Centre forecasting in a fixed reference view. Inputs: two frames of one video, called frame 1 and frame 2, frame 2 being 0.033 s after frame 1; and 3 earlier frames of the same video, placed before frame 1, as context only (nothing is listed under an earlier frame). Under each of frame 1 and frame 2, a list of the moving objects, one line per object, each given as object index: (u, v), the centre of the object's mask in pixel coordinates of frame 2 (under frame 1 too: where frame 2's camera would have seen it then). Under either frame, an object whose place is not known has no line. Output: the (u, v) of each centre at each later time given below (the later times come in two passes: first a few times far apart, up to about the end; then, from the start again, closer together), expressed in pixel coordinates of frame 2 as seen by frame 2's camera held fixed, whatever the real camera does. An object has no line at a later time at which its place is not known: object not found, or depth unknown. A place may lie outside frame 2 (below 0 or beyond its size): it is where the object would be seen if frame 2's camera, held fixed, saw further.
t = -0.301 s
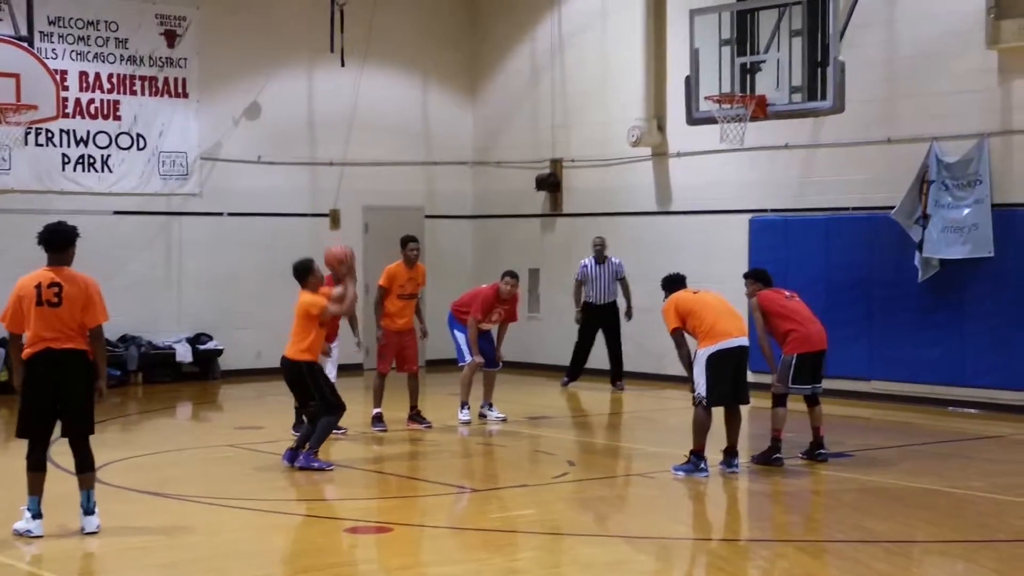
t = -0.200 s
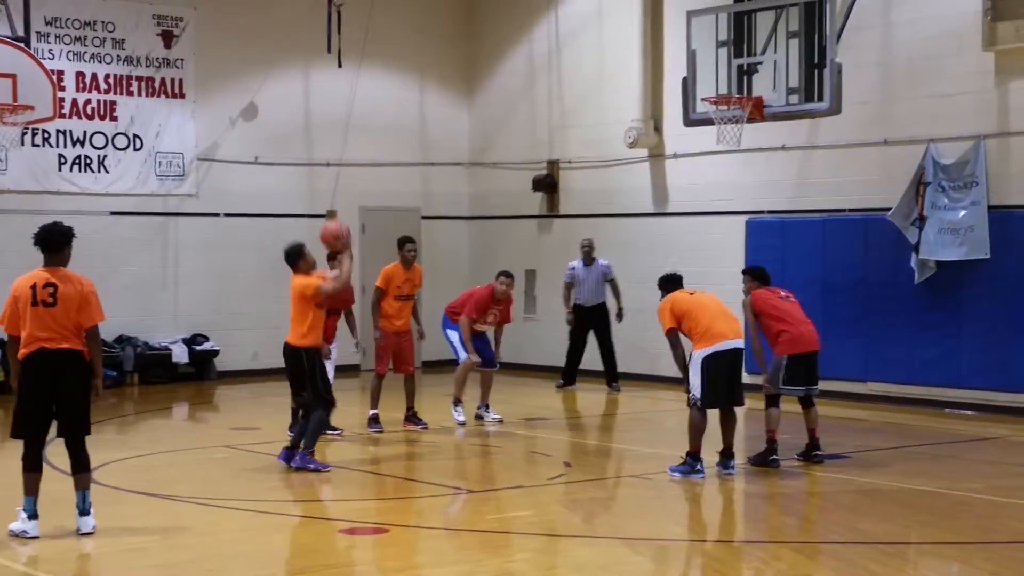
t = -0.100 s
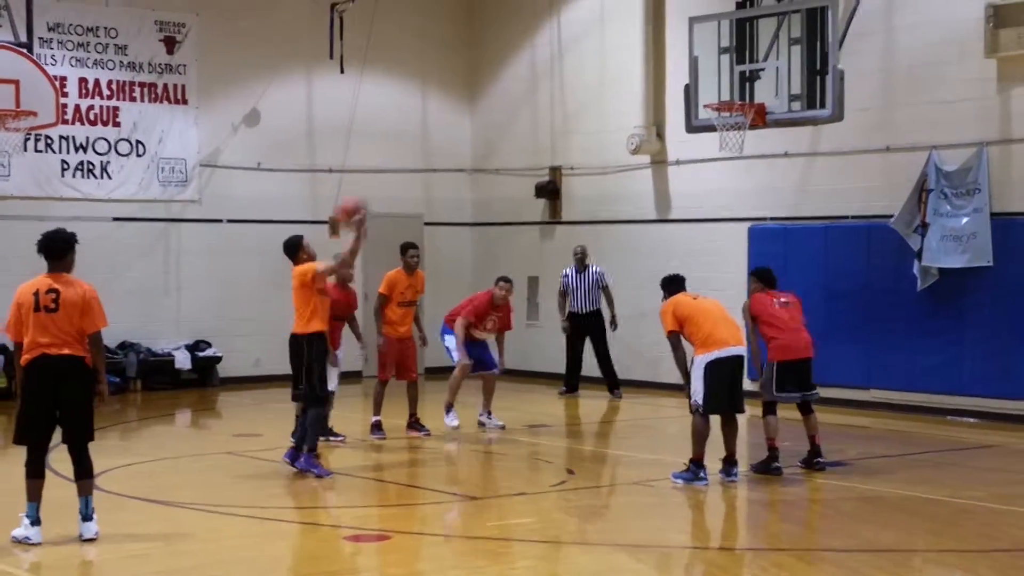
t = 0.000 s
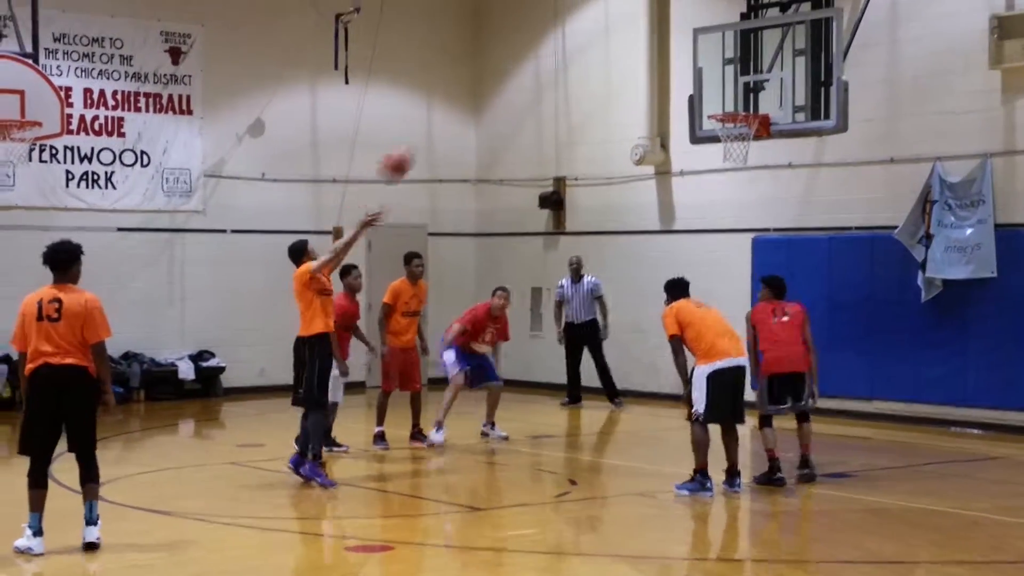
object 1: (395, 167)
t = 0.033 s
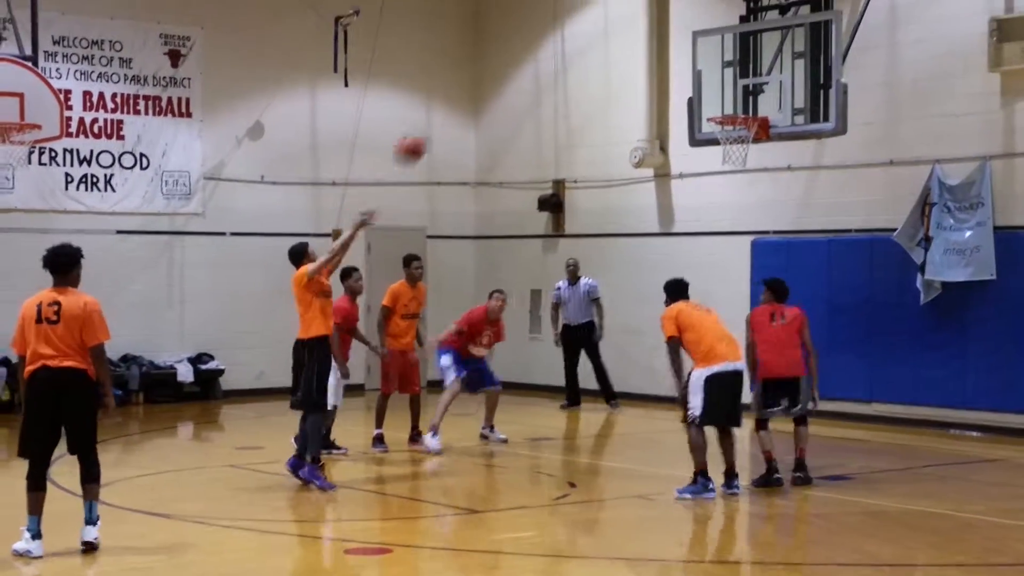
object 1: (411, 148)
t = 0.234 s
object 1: (499, 66)
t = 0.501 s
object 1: (609, 36)
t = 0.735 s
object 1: (695, 78)
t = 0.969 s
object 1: (745, 88)
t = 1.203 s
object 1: (761, 94)
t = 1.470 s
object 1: (736, 100)
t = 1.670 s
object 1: (718, 104)
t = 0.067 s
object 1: (426, 131)
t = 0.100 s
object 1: (442, 113)
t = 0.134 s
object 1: (456, 99)
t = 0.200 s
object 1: (485, 75)
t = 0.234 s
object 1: (499, 66)
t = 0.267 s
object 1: (514, 58)
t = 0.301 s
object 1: (528, 51)
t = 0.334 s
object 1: (541, 46)
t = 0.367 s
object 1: (556, 41)
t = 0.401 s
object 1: (568, 38)
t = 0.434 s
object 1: (582, 36)
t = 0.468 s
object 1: (596, 36)
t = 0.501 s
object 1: (609, 36)
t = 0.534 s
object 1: (621, 38)
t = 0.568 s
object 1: (633, 41)
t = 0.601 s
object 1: (646, 47)
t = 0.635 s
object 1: (658, 54)
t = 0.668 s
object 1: (670, 59)
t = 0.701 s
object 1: (682, 68)
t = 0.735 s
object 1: (695, 78)
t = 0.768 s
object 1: (706, 88)
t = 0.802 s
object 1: (718, 99)
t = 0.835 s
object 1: (726, 105)
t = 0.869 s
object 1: (731, 97)
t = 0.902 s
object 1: (735, 94)
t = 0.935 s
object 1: (740, 89)
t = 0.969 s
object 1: (745, 88)
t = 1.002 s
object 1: (749, 86)
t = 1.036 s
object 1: (754, 86)
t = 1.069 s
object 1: (757, 88)
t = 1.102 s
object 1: (761, 90)
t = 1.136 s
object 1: (765, 93)
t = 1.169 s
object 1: (764, 93)
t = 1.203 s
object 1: (761, 94)
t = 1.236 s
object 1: (760, 96)
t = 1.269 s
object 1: (756, 99)
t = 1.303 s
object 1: (753, 104)
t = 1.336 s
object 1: (750, 103)
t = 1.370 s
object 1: (747, 101)
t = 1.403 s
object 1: (745, 100)
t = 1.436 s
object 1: (741, 100)
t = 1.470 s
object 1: (736, 100)
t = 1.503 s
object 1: (733, 102)
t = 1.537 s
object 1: (729, 105)
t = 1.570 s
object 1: (726, 105)
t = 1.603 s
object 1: (723, 104)
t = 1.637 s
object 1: (721, 104)
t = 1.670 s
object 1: (718, 104)
